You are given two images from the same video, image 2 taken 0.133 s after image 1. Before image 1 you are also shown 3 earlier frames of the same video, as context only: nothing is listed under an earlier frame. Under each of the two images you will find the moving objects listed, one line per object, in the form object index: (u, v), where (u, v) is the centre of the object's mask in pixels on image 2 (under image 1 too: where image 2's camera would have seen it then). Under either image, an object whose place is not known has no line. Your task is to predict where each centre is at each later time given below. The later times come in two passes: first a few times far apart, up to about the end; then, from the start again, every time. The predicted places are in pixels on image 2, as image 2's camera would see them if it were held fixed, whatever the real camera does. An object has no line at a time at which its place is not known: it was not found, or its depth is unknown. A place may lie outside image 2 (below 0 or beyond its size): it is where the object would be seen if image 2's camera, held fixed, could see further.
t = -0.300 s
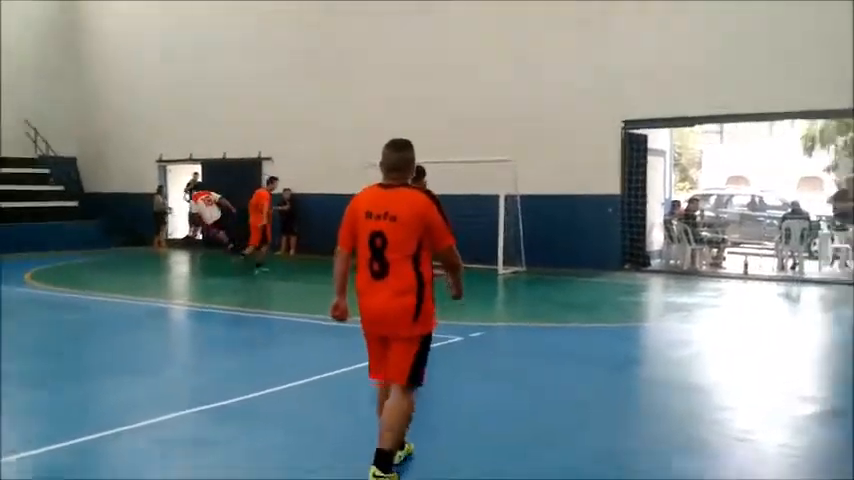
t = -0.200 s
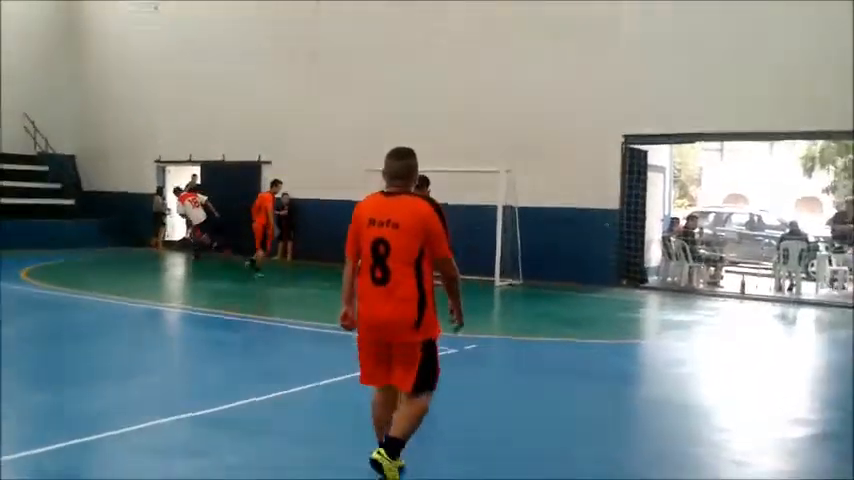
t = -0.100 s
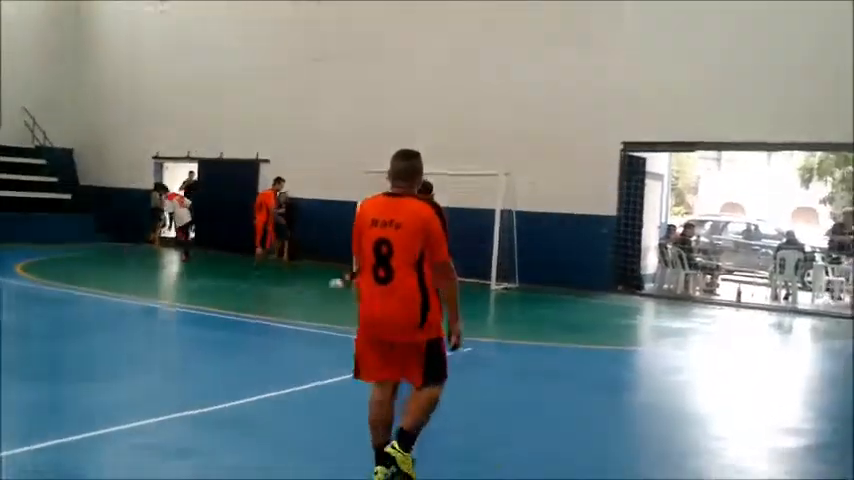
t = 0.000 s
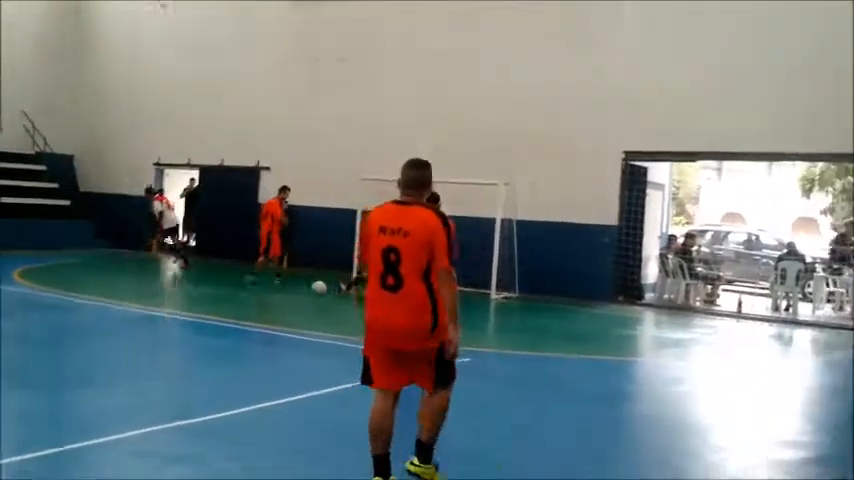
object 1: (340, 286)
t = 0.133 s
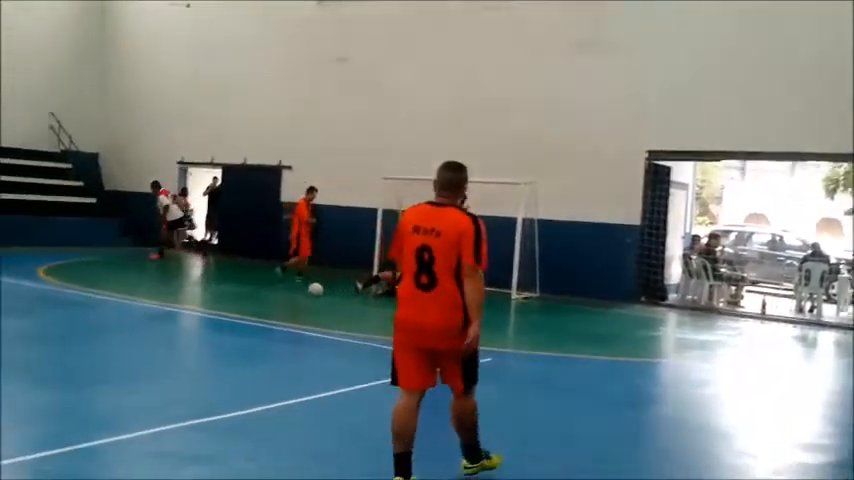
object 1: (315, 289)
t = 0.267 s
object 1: (287, 307)
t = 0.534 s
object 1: (250, 311)
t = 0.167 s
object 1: (308, 292)
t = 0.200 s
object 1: (301, 296)
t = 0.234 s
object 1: (294, 301)
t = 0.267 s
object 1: (287, 307)
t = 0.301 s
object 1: (282, 306)
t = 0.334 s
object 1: (279, 305)
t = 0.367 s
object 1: (273, 303)
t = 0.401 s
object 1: (269, 304)
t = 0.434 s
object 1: (265, 304)
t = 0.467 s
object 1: (259, 305)
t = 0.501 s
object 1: (254, 307)
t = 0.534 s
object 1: (250, 311)
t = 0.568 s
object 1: (247, 309)
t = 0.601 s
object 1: (243, 309)
